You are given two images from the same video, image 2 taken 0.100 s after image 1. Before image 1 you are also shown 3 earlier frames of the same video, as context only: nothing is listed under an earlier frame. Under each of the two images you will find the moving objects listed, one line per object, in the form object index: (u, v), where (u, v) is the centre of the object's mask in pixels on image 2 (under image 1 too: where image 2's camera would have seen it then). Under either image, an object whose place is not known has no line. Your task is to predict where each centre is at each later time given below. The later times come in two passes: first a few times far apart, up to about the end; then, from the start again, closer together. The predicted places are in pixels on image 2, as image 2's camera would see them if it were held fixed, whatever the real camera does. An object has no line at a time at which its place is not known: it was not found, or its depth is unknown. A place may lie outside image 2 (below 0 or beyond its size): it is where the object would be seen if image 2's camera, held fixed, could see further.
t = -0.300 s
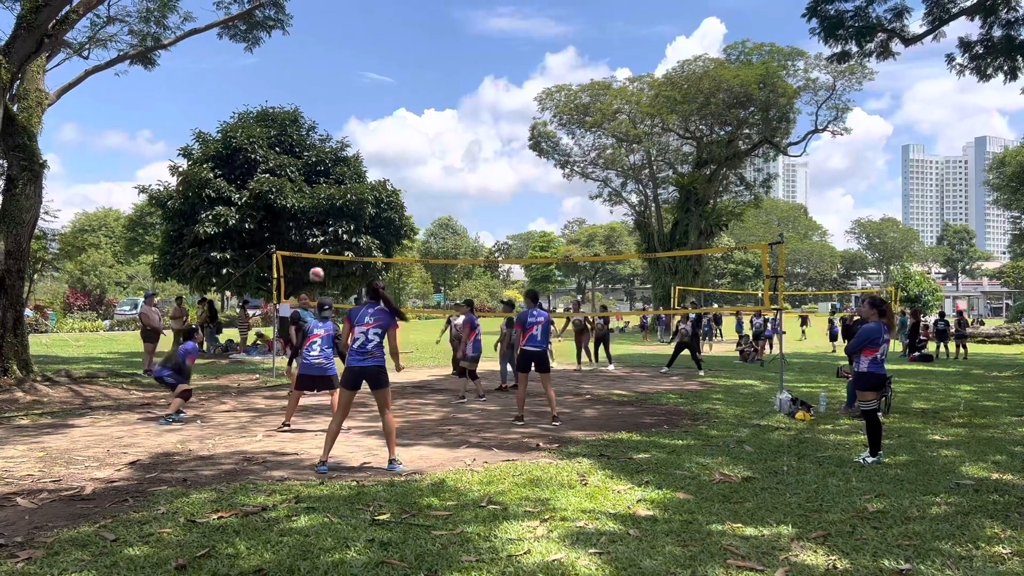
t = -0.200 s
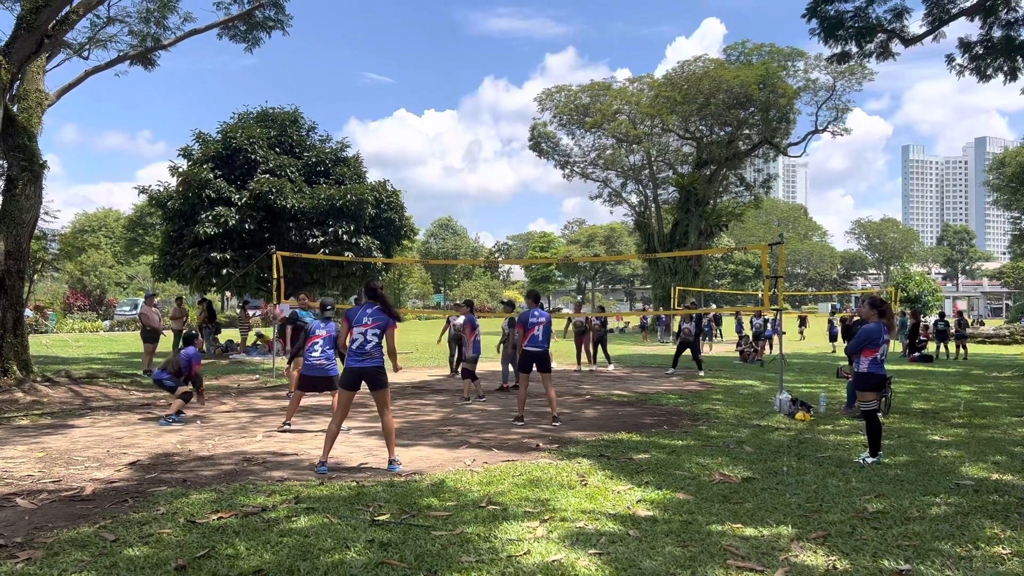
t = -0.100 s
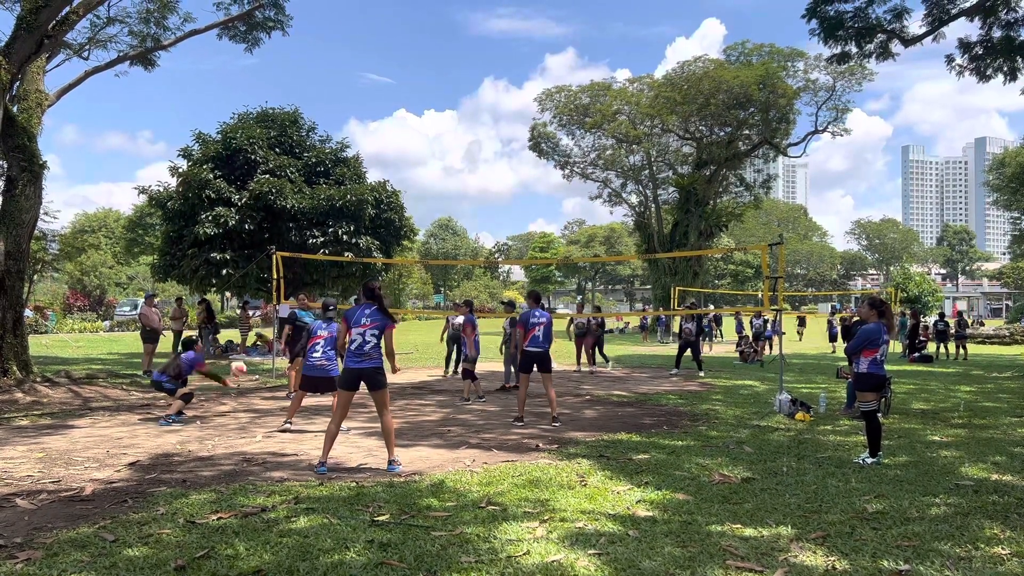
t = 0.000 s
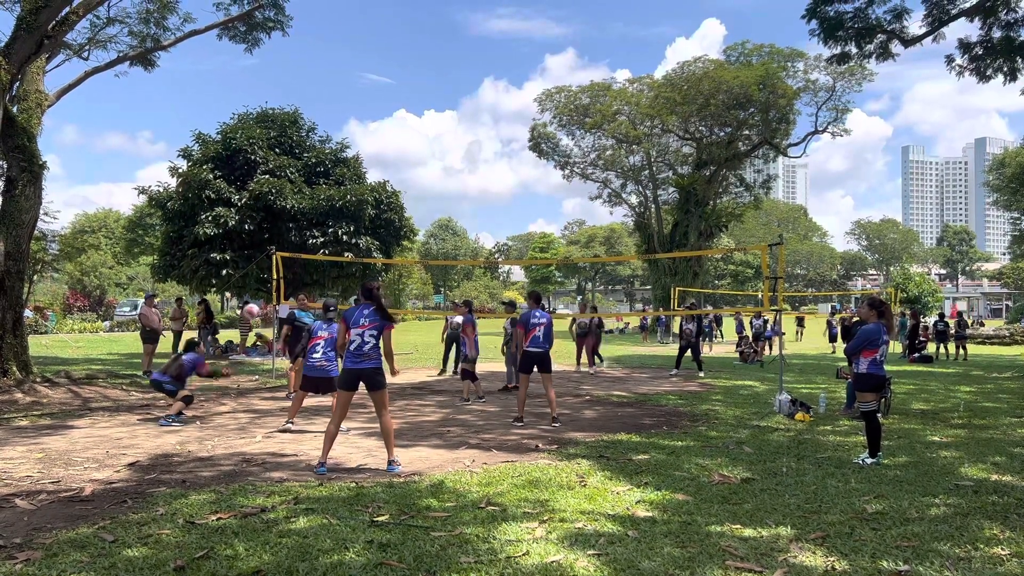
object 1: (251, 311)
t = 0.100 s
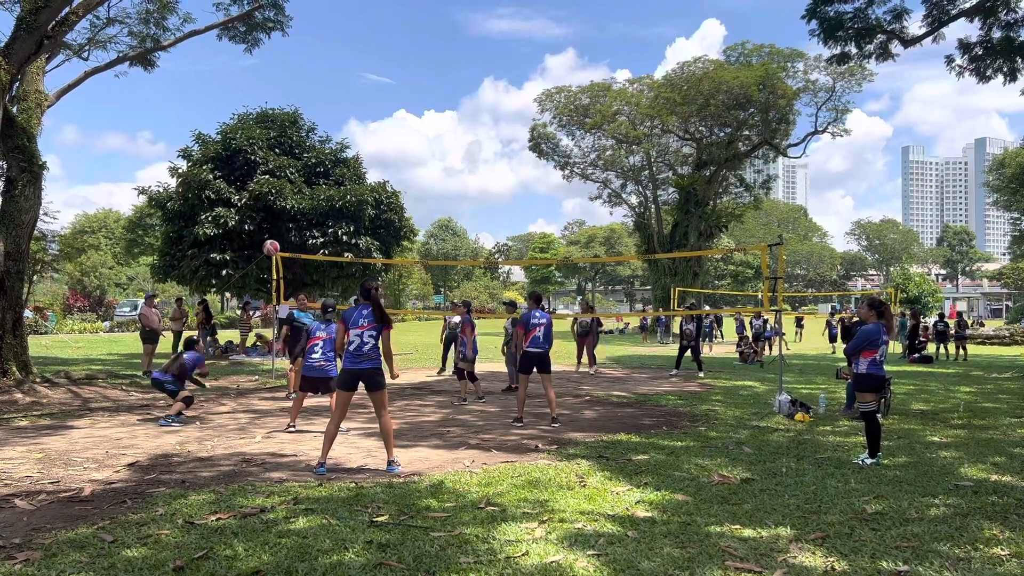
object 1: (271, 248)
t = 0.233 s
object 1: (296, 177)
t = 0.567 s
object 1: (351, 63)
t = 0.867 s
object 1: (396, 31)
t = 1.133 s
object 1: (433, 56)
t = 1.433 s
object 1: (473, 139)
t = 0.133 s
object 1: (278, 229)
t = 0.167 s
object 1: (282, 211)
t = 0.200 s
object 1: (290, 192)
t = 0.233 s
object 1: (296, 177)
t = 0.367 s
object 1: (319, 120)
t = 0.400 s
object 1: (324, 109)
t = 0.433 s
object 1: (330, 98)
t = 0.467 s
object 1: (335, 88)
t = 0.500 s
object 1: (341, 79)
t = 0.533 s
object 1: (346, 70)
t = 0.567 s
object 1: (351, 63)
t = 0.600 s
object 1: (356, 56)
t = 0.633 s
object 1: (361, 50)
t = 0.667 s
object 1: (366, 45)
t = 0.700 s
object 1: (372, 41)
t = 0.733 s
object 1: (377, 37)
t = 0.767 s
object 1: (381, 34)
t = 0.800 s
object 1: (387, 32)
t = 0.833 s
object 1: (391, 31)
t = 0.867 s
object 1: (396, 31)
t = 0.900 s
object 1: (401, 31)
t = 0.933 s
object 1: (406, 33)
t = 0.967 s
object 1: (410, 35)
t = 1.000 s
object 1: (415, 37)
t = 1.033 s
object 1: (420, 41)
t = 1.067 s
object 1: (424, 45)
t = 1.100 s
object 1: (429, 50)
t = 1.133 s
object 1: (433, 56)
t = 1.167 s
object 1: (438, 62)
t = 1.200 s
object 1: (442, 69)
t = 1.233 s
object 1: (447, 77)
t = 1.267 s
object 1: (451, 86)
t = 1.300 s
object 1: (456, 95)
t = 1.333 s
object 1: (460, 105)
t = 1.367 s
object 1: (464, 116)
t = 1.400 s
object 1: (469, 127)
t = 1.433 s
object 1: (473, 139)
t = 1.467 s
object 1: (477, 151)
